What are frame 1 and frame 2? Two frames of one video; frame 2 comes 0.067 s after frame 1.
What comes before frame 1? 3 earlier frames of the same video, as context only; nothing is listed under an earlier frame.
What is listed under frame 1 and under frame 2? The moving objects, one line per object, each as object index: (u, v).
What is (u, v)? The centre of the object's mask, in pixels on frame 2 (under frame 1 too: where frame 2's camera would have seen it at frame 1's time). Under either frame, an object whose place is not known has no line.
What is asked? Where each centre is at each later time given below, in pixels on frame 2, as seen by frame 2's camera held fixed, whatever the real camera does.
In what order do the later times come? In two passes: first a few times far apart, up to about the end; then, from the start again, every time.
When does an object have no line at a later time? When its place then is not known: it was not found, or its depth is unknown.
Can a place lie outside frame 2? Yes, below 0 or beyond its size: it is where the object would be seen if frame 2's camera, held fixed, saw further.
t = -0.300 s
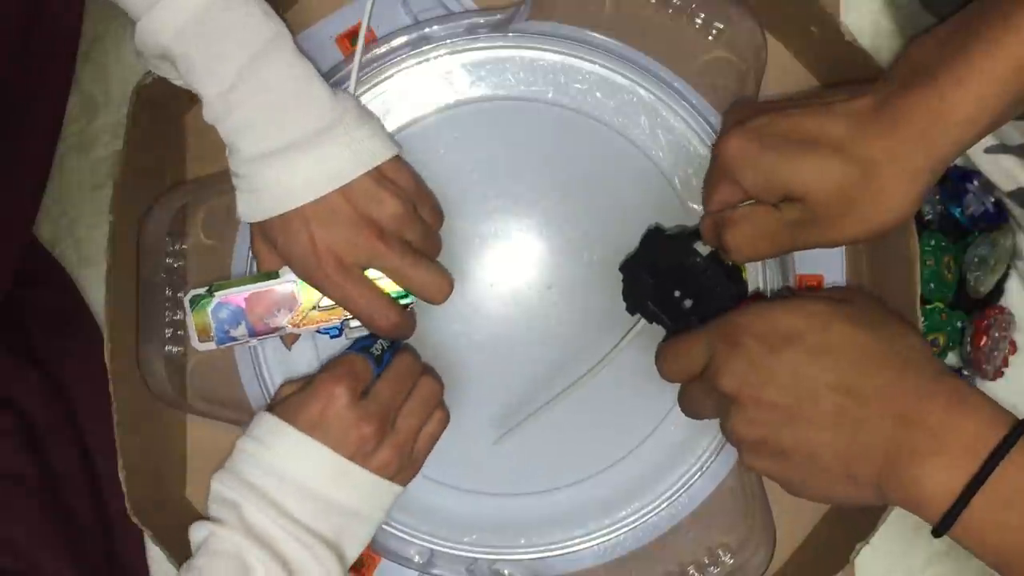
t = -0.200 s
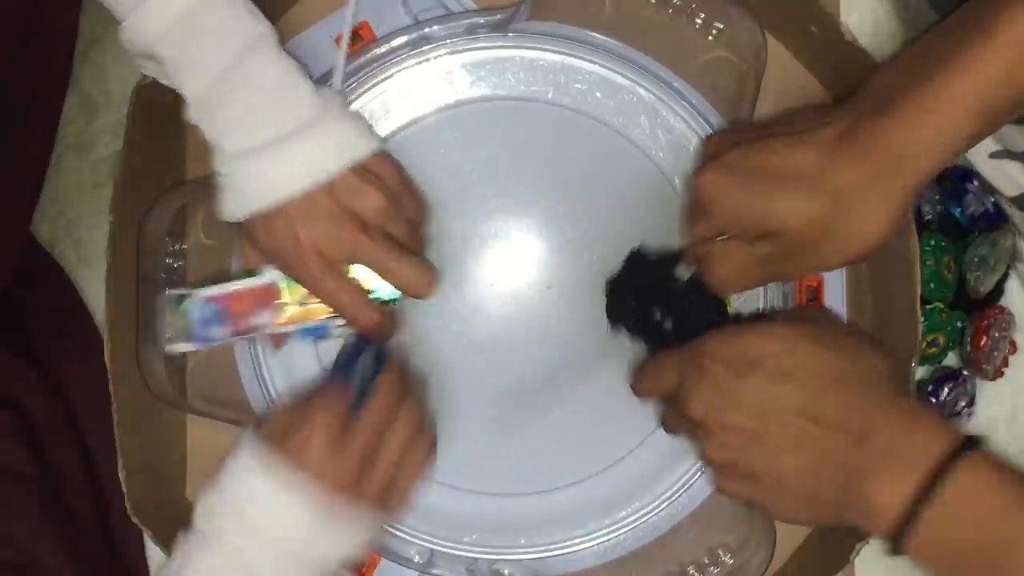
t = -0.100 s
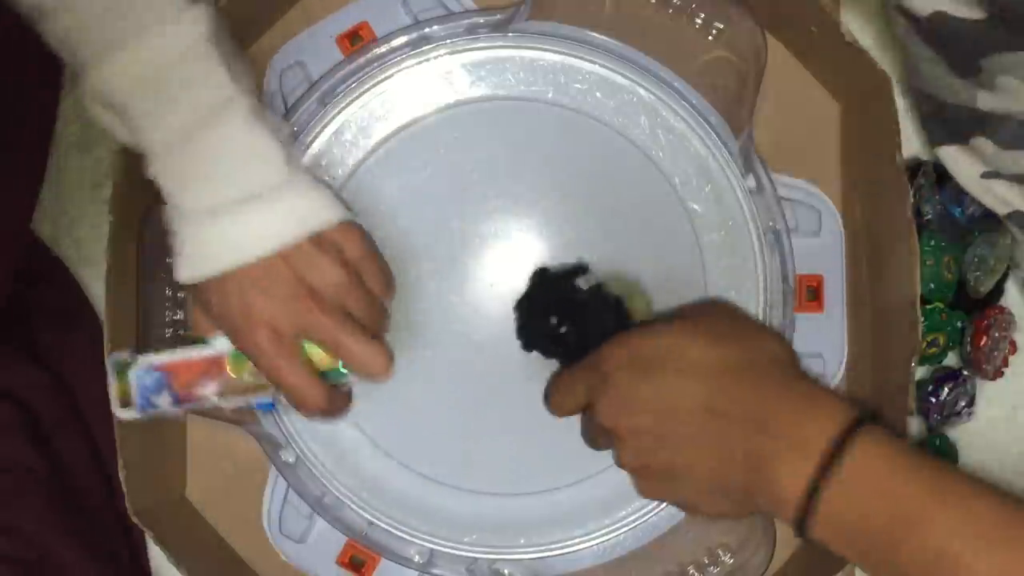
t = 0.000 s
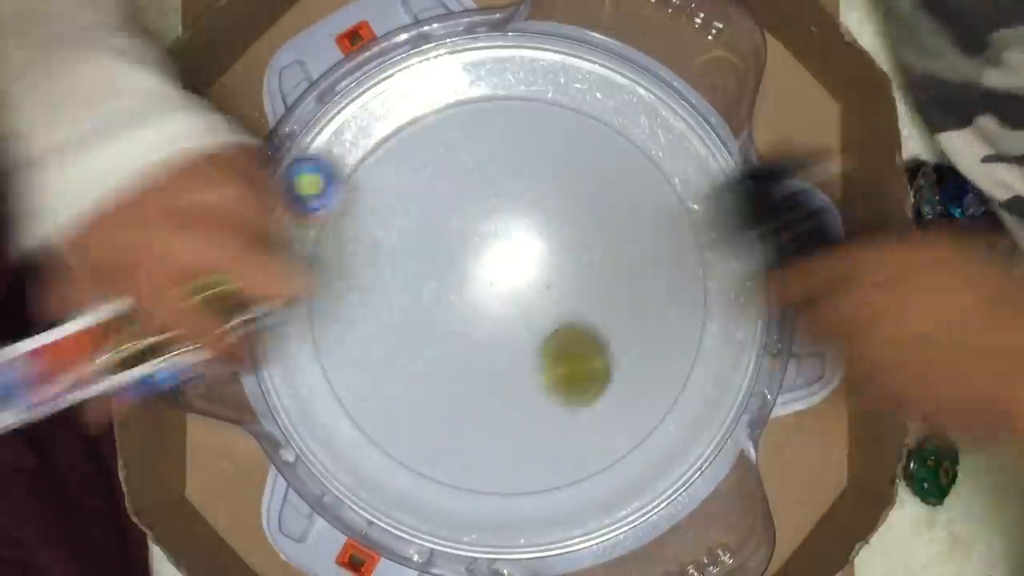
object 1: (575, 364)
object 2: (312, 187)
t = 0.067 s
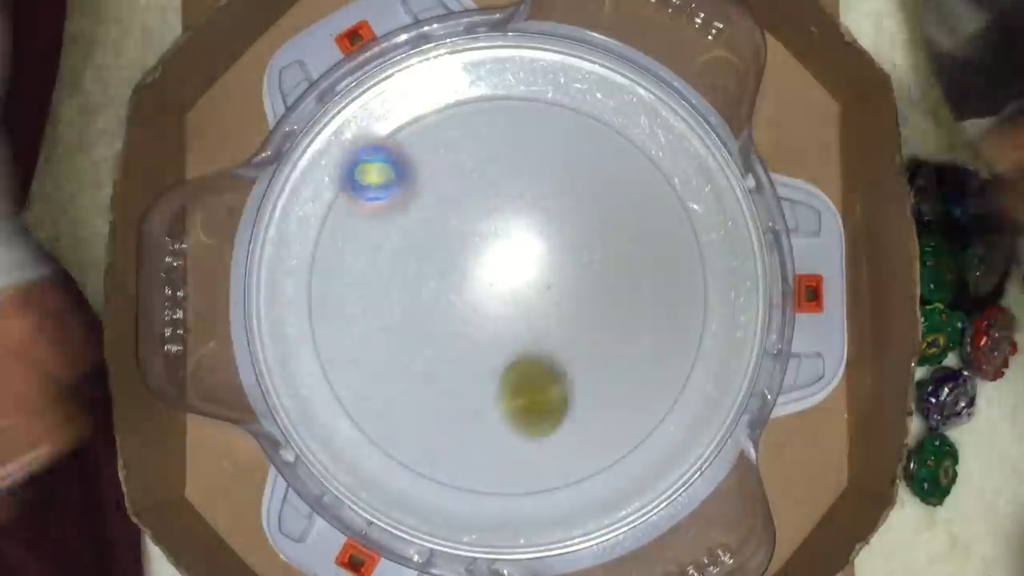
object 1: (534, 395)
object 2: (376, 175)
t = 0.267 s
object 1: (453, 410)
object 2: (563, 231)
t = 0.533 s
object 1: (506, 302)
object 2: (640, 348)
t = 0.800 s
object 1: (590, 246)
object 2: (535, 302)
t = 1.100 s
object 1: (619, 341)
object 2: (459, 326)
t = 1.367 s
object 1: (580, 481)
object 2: (499, 267)
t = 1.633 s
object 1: (542, 484)
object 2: (418, 271)
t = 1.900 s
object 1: (521, 370)
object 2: (454, 302)
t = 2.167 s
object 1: (515, 311)
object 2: (429, 255)
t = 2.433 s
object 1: (465, 322)
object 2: (420, 255)
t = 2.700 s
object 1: (448, 361)
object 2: (461, 267)
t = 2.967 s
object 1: (461, 327)
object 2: (519, 229)
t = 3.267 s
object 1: (483, 258)
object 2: (520, 202)
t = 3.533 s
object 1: (466, 270)
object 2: (540, 202)
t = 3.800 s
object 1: (473, 274)
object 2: (555, 235)
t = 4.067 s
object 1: (502, 252)
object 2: (587, 263)
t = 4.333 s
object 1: (524, 239)
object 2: (597, 290)
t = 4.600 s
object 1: (540, 249)
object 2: (583, 335)
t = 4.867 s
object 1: (563, 242)
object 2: (606, 381)
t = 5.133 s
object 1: (588, 271)
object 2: (573, 352)
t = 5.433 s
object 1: (593, 256)
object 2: (486, 403)
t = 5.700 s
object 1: (559, 312)
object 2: (472, 386)
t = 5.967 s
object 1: (564, 363)
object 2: (429, 345)
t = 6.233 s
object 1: (575, 352)
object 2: (399, 319)
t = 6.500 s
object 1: (496, 306)
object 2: (422, 282)
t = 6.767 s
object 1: (473, 339)
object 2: (427, 232)
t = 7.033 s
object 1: (486, 333)
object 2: (467, 219)
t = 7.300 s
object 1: (484, 298)
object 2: (539, 207)
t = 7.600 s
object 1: (510, 289)
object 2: (571, 210)
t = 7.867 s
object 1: (506, 294)
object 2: (608, 250)
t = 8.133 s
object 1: (524, 299)
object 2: (624, 293)
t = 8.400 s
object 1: (537, 285)
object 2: (607, 344)
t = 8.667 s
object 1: (533, 280)
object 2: (561, 372)
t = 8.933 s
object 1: (528, 287)
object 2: (503, 381)
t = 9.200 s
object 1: (522, 299)
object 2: (453, 368)
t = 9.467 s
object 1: (516, 311)
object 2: (428, 337)
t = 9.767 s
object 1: (512, 315)
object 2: (435, 284)
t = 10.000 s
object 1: (508, 314)
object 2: (466, 247)
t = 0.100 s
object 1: (514, 408)
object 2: (411, 175)
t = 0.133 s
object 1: (497, 417)
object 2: (444, 179)
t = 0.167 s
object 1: (483, 418)
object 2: (477, 188)
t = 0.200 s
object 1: (470, 418)
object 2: (509, 200)
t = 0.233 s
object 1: (460, 416)
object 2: (537, 214)
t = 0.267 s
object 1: (453, 410)
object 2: (563, 231)
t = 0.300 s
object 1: (451, 402)
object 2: (586, 247)
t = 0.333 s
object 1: (450, 391)
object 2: (608, 265)
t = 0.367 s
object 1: (453, 379)
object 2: (624, 282)
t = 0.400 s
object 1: (460, 365)
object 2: (636, 297)
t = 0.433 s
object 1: (469, 349)
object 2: (643, 315)
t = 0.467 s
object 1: (480, 334)
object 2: (646, 329)
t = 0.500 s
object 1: (493, 318)
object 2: (646, 339)
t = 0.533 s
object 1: (506, 302)
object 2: (640, 348)
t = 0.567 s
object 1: (520, 287)
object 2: (632, 353)
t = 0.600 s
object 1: (534, 272)
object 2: (620, 353)
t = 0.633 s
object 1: (547, 260)
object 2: (606, 353)
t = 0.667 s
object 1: (559, 251)
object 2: (589, 350)
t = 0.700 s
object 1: (569, 246)
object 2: (573, 344)
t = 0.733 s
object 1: (578, 243)
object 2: (559, 333)
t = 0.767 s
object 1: (585, 243)
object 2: (547, 320)
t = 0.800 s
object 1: (590, 246)
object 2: (535, 302)
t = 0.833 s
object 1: (605, 246)
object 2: (515, 292)
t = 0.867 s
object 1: (616, 249)
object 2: (498, 283)
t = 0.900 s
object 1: (625, 255)
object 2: (483, 278)
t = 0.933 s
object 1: (631, 264)
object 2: (469, 275)
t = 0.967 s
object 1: (634, 276)
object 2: (461, 278)
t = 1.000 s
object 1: (634, 290)
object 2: (456, 285)
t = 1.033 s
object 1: (631, 306)
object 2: (453, 298)
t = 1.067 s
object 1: (627, 324)
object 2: (454, 312)
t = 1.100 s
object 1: (619, 341)
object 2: (459, 326)
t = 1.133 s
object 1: (611, 357)
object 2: (468, 339)
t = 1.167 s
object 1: (600, 373)
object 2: (480, 347)
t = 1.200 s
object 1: (588, 387)
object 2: (495, 351)
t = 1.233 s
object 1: (575, 398)
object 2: (509, 351)
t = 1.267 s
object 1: (576, 423)
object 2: (511, 337)
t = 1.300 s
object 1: (580, 451)
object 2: (507, 312)
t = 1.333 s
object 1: (582, 470)
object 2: (504, 289)
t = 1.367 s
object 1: (580, 481)
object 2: (499, 267)
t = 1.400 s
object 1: (578, 491)
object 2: (490, 251)
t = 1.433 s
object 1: (574, 496)
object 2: (479, 241)
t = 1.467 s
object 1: (570, 500)
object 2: (469, 236)
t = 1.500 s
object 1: (565, 502)
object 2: (458, 235)
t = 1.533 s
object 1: (560, 501)
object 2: (445, 239)
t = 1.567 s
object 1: (554, 497)
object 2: (435, 246)
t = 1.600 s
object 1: (548, 491)
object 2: (425, 257)
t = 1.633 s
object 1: (542, 484)
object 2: (418, 271)
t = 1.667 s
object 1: (535, 472)
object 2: (414, 288)
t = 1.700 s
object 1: (528, 456)
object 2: (414, 303)
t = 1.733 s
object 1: (521, 438)
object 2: (419, 319)
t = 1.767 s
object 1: (514, 416)
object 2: (429, 332)
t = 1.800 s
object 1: (507, 393)
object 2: (443, 341)
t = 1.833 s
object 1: (509, 381)
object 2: (452, 336)
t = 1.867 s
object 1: (516, 376)
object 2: (453, 318)
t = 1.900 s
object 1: (521, 370)
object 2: (454, 302)
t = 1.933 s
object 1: (526, 364)
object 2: (453, 287)
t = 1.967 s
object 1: (530, 357)
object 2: (452, 274)
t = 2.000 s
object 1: (532, 349)
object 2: (451, 265)
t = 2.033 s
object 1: (532, 342)
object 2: (448, 258)
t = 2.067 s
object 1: (530, 334)
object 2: (444, 254)
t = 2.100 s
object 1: (527, 326)
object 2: (438, 252)
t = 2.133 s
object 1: (521, 318)
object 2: (433, 252)
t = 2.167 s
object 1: (515, 311)
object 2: (429, 255)
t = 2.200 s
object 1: (509, 305)
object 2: (425, 258)
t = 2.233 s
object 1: (501, 298)
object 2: (423, 261)
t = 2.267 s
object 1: (493, 293)
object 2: (421, 265)
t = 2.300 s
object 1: (485, 293)
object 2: (423, 265)
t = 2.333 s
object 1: (479, 299)
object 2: (422, 262)
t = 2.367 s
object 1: (474, 306)
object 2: (420, 258)
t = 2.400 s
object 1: (469, 315)
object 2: (420, 256)
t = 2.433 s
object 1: (465, 322)
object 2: (420, 255)
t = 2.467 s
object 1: (461, 330)
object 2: (422, 255)
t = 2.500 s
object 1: (457, 337)
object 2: (424, 257)
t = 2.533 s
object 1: (455, 344)
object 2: (428, 258)
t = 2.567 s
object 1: (451, 350)
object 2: (433, 260)
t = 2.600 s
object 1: (449, 355)
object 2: (438, 263)
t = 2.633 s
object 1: (448, 358)
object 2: (445, 265)
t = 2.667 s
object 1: (448, 360)
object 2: (453, 266)
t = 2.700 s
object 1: (448, 361)
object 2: (461, 267)
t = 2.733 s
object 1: (449, 361)
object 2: (469, 268)
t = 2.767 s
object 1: (450, 360)
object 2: (477, 265)
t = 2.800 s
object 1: (452, 357)
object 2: (485, 262)
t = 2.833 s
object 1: (453, 353)
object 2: (494, 256)
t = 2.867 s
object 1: (455, 348)
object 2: (502, 249)
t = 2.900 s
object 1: (457, 342)
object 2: (509, 243)
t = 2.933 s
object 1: (459, 334)
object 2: (515, 235)
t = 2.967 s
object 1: (461, 327)
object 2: (519, 229)
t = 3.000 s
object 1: (463, 319)
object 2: (522, 222)
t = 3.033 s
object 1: (465, 310)
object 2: (523, 216)
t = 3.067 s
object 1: (467, 302)
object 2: (523, 210)
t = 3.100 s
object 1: (469, 293)
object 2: (522, 206)
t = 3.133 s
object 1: (471, 284)
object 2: (521, 202)
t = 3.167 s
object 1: (474, 276)
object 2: (519, 201)
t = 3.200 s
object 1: (478, 269)
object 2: (518, 200)
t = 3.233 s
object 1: (480, 262)
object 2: (518, 201)
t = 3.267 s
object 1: (483, 258)
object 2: (520, 202)
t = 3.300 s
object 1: (482, 257)
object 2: (524, 201)
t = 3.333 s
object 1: (480, 257)
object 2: (529, 202)
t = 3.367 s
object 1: (477, 258)
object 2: (532, 202)
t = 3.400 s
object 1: (474, 260)
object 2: (535, 203)
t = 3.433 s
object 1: (472, 262)
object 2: (538, 202)
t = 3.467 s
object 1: (470, 265)
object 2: (539, 202)
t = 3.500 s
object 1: (468, 268)
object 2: (540, 202)
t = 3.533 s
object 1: (466, 270)
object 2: (540, 202)
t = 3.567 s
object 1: (466, 272)
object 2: (541, 204)
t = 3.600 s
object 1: (465, 273)
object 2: (542, 207)
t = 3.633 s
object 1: (466, 274)
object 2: (545, 210)
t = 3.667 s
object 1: (466, 275)
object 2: (546, 214)
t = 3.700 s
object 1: (467, 276)
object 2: (547, 218)
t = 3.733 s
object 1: (469, 276)
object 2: (551, 225)
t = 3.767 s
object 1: (471, 275)
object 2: (553, 230)
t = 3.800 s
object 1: (473, 274)
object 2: (555, 235)
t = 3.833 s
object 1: (476, 273)
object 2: (557, 239)
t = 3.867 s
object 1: (478, 272)
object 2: (561, 244)
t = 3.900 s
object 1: (482, 270)
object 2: (565, 249)
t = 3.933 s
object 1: (486, 267)
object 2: (570, 252)
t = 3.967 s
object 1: (490, 264)
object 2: (574, 256)
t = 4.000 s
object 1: (494, 260)
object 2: (578, 257)
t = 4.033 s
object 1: (497, 256)
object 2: (583, 260)
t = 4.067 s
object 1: (502, 252)
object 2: (587, 263)
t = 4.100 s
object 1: (505, 248)
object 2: (590, 266)
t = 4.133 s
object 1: (508, 246)
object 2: (593, 269)
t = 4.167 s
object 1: (512, 243)
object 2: (595, 273)
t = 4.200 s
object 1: (515, 241)
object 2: (596, 276)
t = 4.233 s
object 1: (518, 238)
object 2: (597, 279)
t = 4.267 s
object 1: (521, 238)
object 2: (597, 282)
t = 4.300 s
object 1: (523, 238)
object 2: (598, 287)
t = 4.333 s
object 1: (524, 239)
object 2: (597, 290)
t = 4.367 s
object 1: (526, 241)
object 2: (595, 294)
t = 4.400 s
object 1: (528, 244)
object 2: (594, 298)
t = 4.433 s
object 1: (530, 246)
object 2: (592, 302)
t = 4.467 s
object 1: (533, 248)
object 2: (590, 306)
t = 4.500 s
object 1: (536, 251)
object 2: (588, 310)
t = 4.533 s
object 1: (539, 253)
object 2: (585, 315)
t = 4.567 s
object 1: (540, 253)
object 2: (583, 324)
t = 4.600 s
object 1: (540, 249)
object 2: (583, 335)
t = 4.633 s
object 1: (540, 245)
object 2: (583, 344)
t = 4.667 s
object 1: (541, 242)
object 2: (586, 354)
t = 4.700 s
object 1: (543, 240)
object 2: (587, 363)
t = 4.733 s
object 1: (546, 239)
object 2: (591, 370)
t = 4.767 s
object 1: (550, 239)
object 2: (594, 376)
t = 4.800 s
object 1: (554, 239)
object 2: (598, 380)
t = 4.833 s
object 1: (559, 241)
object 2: (603, 382)
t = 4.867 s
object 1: (563, 242)
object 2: (606, 381)
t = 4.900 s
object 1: (567, 244)
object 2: (608, 380)
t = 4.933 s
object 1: (572, 248)
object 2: (608, 376)
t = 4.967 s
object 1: (576, 251)
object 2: (606, 371)
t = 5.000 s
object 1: (579, 255)
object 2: (604, 366)
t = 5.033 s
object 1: (582, 259)
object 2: (598, 361)
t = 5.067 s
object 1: (585, 263)
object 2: (591, 357)
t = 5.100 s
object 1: (587, 268)
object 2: (583, 355)
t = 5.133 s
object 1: (588, 271)
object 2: (573, 352)
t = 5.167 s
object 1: (591, 270)
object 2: (556, 355)
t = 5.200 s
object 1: (595, 263)
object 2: (541, 364)
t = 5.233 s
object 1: (599, 258)
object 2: (527, 372)
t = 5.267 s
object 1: (601, 254)
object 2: (515, 379)
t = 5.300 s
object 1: (601, 252)
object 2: (505, 384)
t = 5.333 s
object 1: (600, 252)
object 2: (497, 388)
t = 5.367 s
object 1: (598, 252)
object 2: (492, 393)
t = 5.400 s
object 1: (596, 253)
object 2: (488, 398)
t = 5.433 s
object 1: (593, 256)
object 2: (486, 403)
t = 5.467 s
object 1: (590, 259)
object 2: (484, 405)
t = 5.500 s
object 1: (586, 264)
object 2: (482, 406)
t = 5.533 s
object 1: (582, 270)
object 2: (480, 405)
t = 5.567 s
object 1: (578, 277)
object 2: (478, 402)
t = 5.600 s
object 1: (573, 284)
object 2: (477, 398)
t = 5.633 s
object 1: (570, 293)
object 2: (475, 395)
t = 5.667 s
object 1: (564, 302)
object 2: (474, 391)
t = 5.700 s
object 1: (559, 312)
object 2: (472, 386)
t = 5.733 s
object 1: (553, 321)
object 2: (470, 381)
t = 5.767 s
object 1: (548, 330)
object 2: (469, 376)
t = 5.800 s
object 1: (544, 337)
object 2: (467, 370)
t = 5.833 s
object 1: (543, 344)
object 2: (463, 363)
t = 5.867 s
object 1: (549, 350)
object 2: (454, 358)
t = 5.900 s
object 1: (554, 355)
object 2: (444, 353)
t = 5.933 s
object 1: (559, 360)
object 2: (436, 349)
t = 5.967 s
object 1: (564, 363)
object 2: (429, 345)
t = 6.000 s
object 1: (568, 367)
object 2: (422, 343)
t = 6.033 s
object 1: (573, 370)
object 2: (415, 340)
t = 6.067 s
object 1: (577, 370)
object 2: (410, 337)
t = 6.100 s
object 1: (580, 370)
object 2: (405, 334)
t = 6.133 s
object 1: (582, 367)
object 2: (402, 330)
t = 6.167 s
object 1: (582, 363)
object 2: (400, 327)
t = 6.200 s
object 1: (579, 358)
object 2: (399, 323)
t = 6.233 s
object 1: (575, 352)
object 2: (399, 319)
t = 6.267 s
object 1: (569, 345)
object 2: (400, 315)
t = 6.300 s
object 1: (562, 338)
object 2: (401, 311)
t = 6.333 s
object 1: (553, 330)
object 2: (403, 307)
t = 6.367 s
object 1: (542, 323)
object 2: (405, 303)
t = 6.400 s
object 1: (531, 317)
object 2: (409, 298)
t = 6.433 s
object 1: (519, 312)
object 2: (412, 293)
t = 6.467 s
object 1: (507, 308)
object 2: (417, 288)
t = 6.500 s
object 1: (496, 306)
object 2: (422, 282)
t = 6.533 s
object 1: (493, 309)
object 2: (419, 273)
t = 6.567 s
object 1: (491, 312)
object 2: (418, 265)
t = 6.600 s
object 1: (489, 315)
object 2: (418, 257)
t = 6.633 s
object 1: (486, 319)
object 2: (418, 251)
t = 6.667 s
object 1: (482, 323)
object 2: (419, 245)
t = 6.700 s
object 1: (478, 328)
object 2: (422, 240)
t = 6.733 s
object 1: (475, 333)
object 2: (424, 236)
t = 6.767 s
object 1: (473, 339)
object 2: (427, 232)
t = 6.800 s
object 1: (473, 343)
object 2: (430, 229)
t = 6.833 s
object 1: (474, 347)
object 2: (433, 227)
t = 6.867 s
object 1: (475, 348)
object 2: (438, 224)
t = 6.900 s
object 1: (478, 348)
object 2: (443, 222)
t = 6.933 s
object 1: (480, 346)
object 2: (449, 219)
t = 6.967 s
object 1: (482, 343)
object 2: (454, 219)
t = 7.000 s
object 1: (485, 338)
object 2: (460, 219)
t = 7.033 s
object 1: (486, 333)
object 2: (467, 219)
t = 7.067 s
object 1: (488, 326)
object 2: (475, 219)
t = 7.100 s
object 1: (490, 318)
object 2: (484, 217)
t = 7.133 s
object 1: (492, 311)
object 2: (492, 219)
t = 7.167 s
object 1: (492, 304)
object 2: (500, 220)
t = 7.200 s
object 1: (492, 297)
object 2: (508, 221)
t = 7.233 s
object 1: (490, 296)
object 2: (519, 217)
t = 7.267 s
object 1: (486, 297)
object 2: (529, 210)
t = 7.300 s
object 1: (484, 298)
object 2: (539, 207)
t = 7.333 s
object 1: (484, 299)
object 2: (546, 204)
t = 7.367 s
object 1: (484, 299)
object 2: (554, 204)
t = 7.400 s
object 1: (486, 299)
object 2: (559, 204)
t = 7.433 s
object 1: (489, 297)
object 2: (561, 205)
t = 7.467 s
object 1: (492, 296)
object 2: (563, 205)
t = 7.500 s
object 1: (495, 295)
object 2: (564, 206)
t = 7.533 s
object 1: (500, 293)
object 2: (567, 207)
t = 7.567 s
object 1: (505, 291)
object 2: (569, 207)
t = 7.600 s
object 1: (510, 289)
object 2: (571, 210)
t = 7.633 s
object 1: (515, 287)
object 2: (573, 215)
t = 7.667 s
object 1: (519, 286)
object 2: (576, 219)
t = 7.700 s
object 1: (522, 284)
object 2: (577, 225)
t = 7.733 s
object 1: (523, 284)
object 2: (580, 231)
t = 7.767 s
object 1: (518, 287)
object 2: (587, 235)
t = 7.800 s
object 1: (513, 291)
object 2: (594, 239)
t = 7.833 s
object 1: (509, 292)
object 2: (602, 245)
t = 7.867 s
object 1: (506, 294)
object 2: (608, 250)
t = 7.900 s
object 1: (505, 297)
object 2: (613, 255)
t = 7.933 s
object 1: (505, 298)
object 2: (617, 261)
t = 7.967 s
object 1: (506, 299)
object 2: (620, 267)
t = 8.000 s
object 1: (508, 300)
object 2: (622, 271)
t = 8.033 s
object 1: (511, 300)
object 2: (624, 276)
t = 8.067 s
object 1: (515, 300)
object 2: (625, 282)
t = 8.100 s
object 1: (519, 299)
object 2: (625, 287)
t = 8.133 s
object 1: (524, 299)
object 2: (624, 293)
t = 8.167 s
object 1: (528, 298)
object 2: (623, 299)
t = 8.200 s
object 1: (532, 296)
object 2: (622, 304)
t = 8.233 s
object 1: (535, 295)
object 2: (619, 310)
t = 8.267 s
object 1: (539, 294)
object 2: (616, 316)
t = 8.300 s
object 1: (540, 292)
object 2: (613, 323)
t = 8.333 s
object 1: (539, 289)
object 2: (613, 331)
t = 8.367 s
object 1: (538, 287)
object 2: (610, 338)
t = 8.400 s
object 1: (537, 285)
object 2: (607, 344)
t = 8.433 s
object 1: (537, 283)
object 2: (603, 350)
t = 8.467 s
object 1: (536, 282)
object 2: (598, 356)
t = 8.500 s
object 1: (536, 281)
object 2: (593, 360)
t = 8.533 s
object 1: (535, 281)
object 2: (587, 364)
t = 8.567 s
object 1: (535, 280)
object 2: (581, 365)
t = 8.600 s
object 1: (534, 280)
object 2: (575, 368)
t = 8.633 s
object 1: (534, 280)
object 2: (568, 370)
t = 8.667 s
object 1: (533, 280)
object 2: (561, 372)
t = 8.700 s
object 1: (532, 280)
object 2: (554, 374)
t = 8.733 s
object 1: (532, 281)
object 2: (547, 376)
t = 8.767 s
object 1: (531, 281)
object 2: (540, 378)
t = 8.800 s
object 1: (530, 282)
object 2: (532, 379)
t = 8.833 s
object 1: (530, 283)
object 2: (525, 380)
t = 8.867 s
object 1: (529, 284)
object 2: (517, 381)
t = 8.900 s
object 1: (528, 285)
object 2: (510, 381)
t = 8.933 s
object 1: (528, 287)
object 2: (503, 381)
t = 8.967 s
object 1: (527, 288)
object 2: (496, 380)
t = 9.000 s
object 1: (527, 290)
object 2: (489, 379)
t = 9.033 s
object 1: (526, 291)
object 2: (483, 378)
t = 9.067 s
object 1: (525, 293)
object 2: (477, 377)
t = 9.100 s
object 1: (524, 294)
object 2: (470, 375)
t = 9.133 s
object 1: (524, 296)
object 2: (464, 374)
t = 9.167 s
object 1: (523, 298)
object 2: (459, 372)
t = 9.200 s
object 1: (522, 299)
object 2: (453, 368)
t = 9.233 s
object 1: (521, 301)
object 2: (448, 366)
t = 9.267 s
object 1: (520, 303)
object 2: (444, 363)
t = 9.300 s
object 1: (520, 305)
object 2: (440, 358)
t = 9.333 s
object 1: (519, 306)
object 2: (438, 355)
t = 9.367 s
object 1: (518, 307)
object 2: (435, 350)
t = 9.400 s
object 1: (518, 309)
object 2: (432, 346)
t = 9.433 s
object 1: (517, 310)
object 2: (430, 341)
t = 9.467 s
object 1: (516, 311)
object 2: (428, 337)
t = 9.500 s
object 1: (516, 312)
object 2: (427, 331)
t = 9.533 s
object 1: (515, 313)
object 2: (427, 326)
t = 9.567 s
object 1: (515, 314)
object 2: (426, 320)
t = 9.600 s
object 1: (514, 314)
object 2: (427, 315)
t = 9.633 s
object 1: (513, 315)
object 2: (427, 309)
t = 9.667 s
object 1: (513, 315)
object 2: (429, 303)
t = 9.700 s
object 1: (512, 315)
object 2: (431, 296)
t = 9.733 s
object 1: (512, 315)
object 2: (432, 290)
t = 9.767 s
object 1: (512, 315)
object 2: (435, 284)
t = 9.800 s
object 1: (511, 315)
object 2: (439, 279)
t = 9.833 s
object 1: (511, 315)
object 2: (443, 273)
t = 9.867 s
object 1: (510, 315)
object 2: (447, 268)
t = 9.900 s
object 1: (510, 315)
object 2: (451, 262)
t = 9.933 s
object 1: (509, 314)
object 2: (456, 257)
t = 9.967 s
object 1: (509, 314)
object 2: (460, 252)
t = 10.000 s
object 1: (508, 314)
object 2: (466, 247)
